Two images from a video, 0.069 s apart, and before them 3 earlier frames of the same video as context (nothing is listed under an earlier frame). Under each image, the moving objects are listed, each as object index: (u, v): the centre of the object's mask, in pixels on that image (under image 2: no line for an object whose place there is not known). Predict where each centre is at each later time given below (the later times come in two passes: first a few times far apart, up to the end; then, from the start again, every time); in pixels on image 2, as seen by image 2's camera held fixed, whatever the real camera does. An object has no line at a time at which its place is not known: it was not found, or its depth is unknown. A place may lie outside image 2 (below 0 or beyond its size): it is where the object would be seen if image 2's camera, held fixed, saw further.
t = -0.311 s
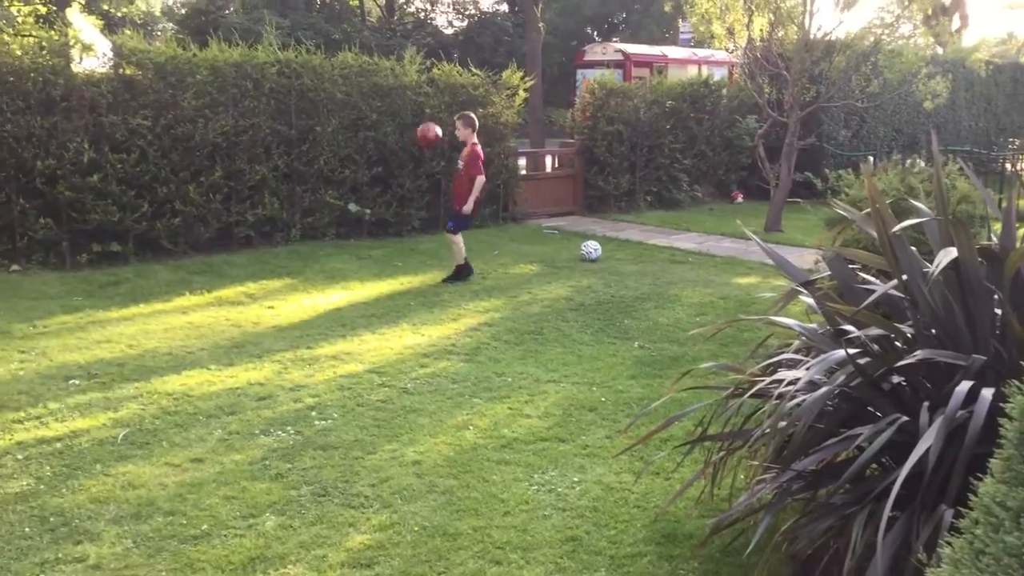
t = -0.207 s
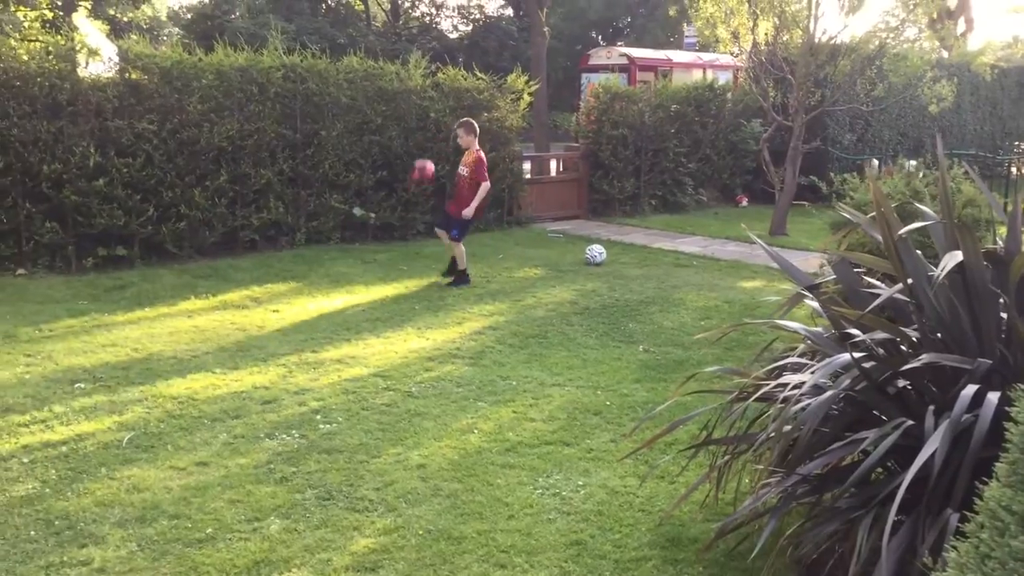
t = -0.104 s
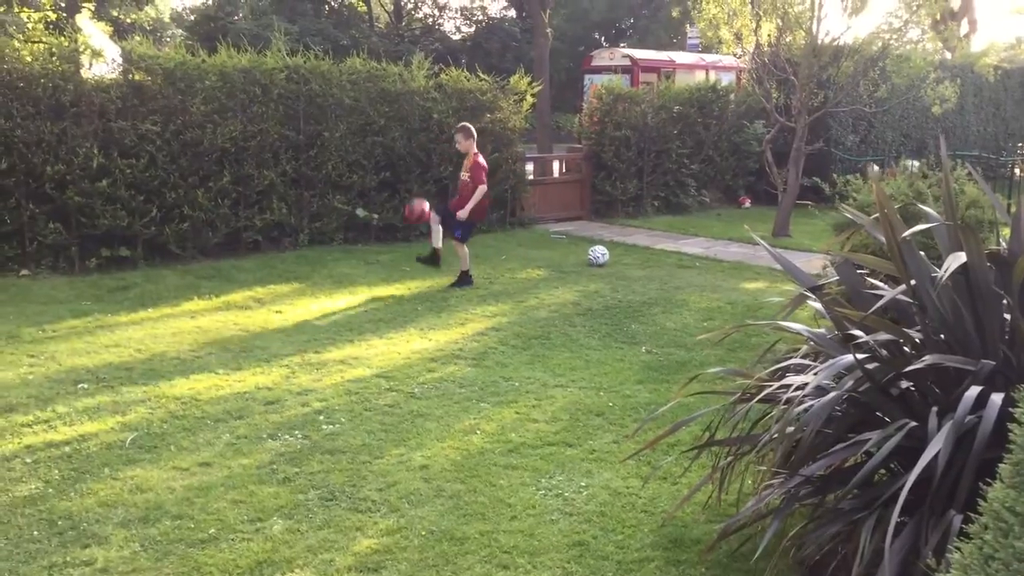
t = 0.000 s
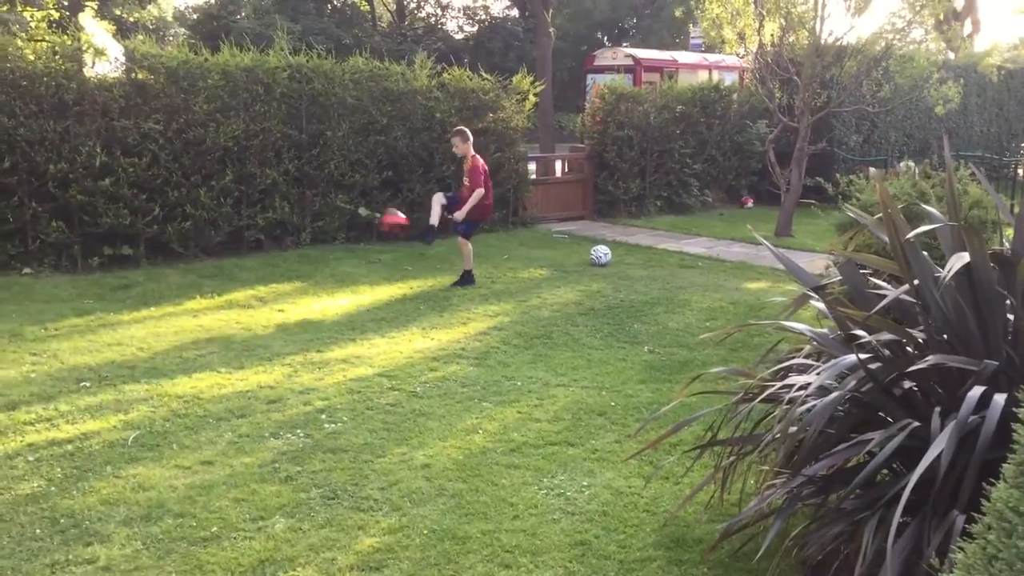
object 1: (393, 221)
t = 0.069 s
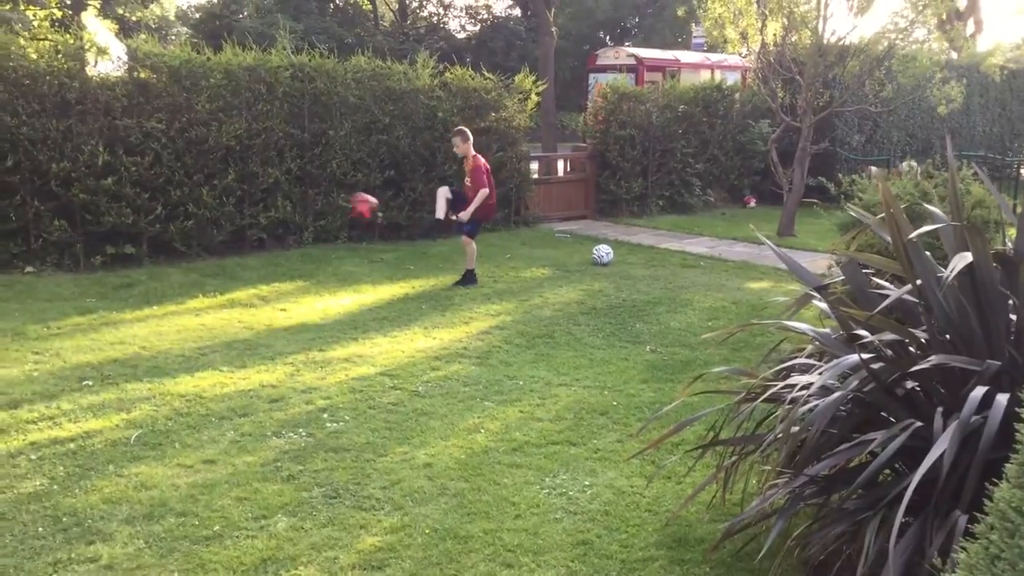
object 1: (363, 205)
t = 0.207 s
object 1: (292, 191)
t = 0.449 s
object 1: (138, 226)
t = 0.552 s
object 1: (59, 274)
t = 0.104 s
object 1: (346, 200)
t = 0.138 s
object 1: (329, 195)
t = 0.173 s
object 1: (309, 193)
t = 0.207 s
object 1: (292, 191)
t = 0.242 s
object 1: (271, 191)
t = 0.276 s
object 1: (252, 192)
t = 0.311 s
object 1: (230, 195)
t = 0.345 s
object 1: (208, 199)
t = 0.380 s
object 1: (185, 206)
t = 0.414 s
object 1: (161, 216)
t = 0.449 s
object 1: (138, 226)
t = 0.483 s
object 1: (113, 240)
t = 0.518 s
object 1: (86, 255)
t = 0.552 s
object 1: (59, 274)
